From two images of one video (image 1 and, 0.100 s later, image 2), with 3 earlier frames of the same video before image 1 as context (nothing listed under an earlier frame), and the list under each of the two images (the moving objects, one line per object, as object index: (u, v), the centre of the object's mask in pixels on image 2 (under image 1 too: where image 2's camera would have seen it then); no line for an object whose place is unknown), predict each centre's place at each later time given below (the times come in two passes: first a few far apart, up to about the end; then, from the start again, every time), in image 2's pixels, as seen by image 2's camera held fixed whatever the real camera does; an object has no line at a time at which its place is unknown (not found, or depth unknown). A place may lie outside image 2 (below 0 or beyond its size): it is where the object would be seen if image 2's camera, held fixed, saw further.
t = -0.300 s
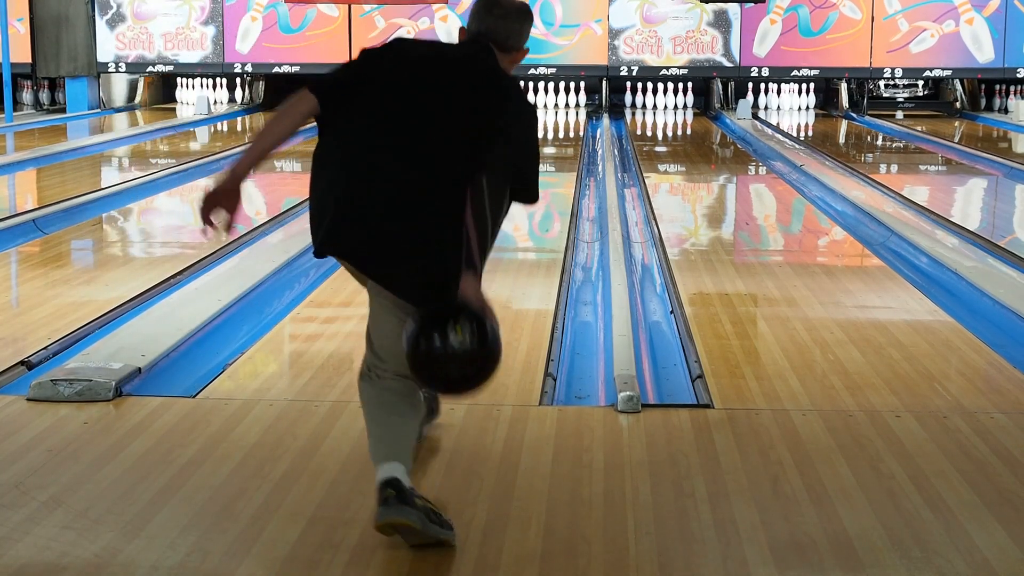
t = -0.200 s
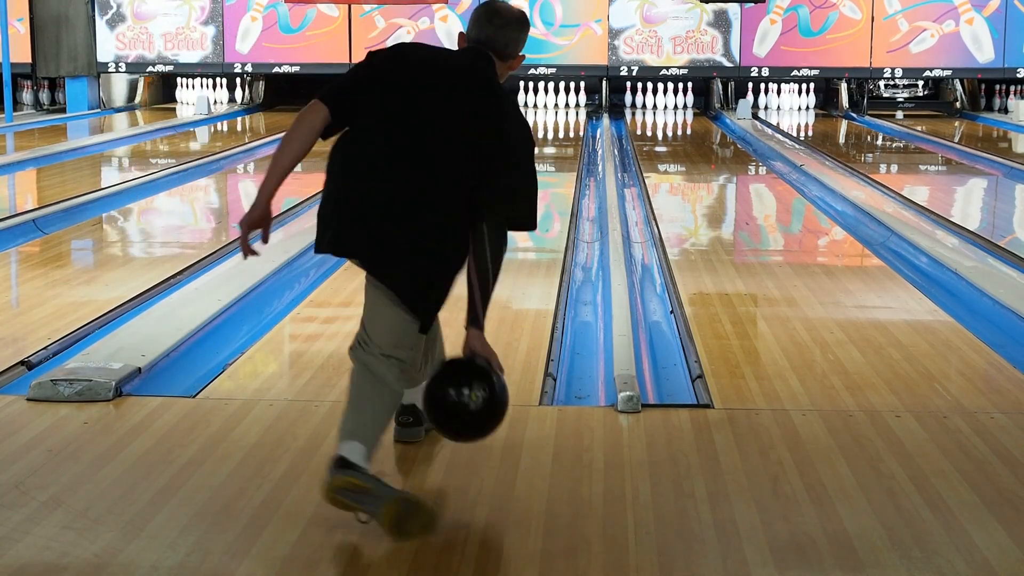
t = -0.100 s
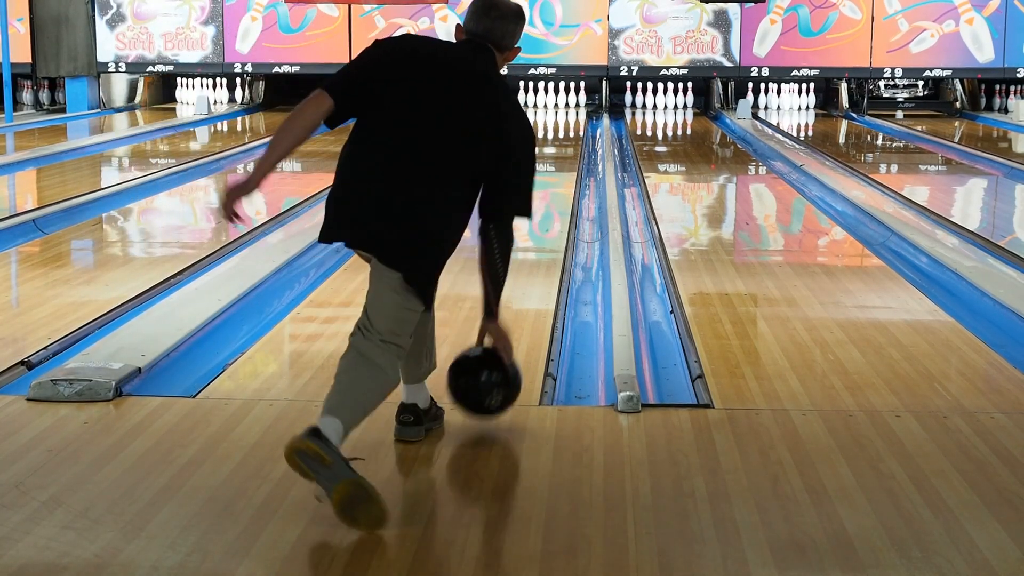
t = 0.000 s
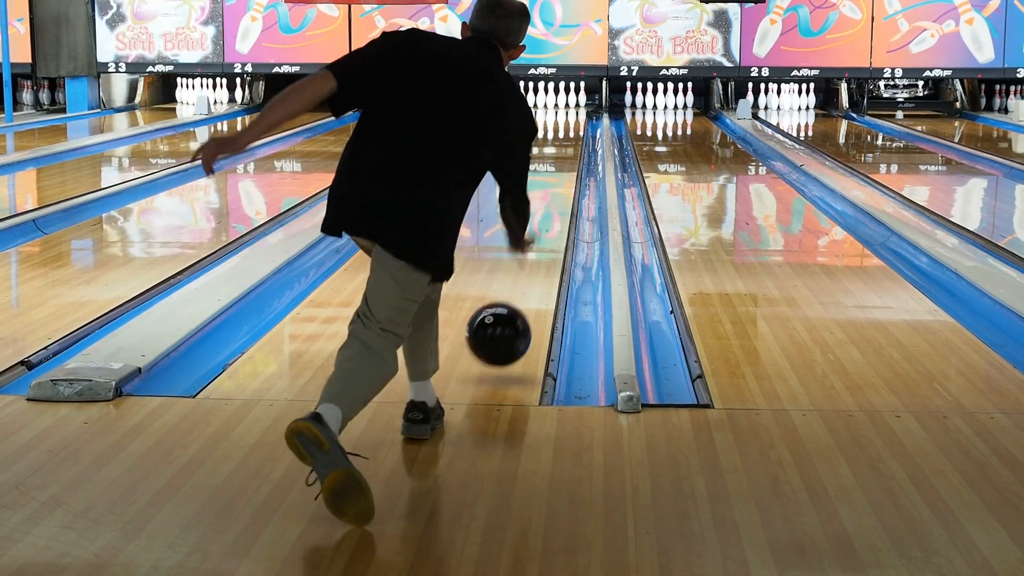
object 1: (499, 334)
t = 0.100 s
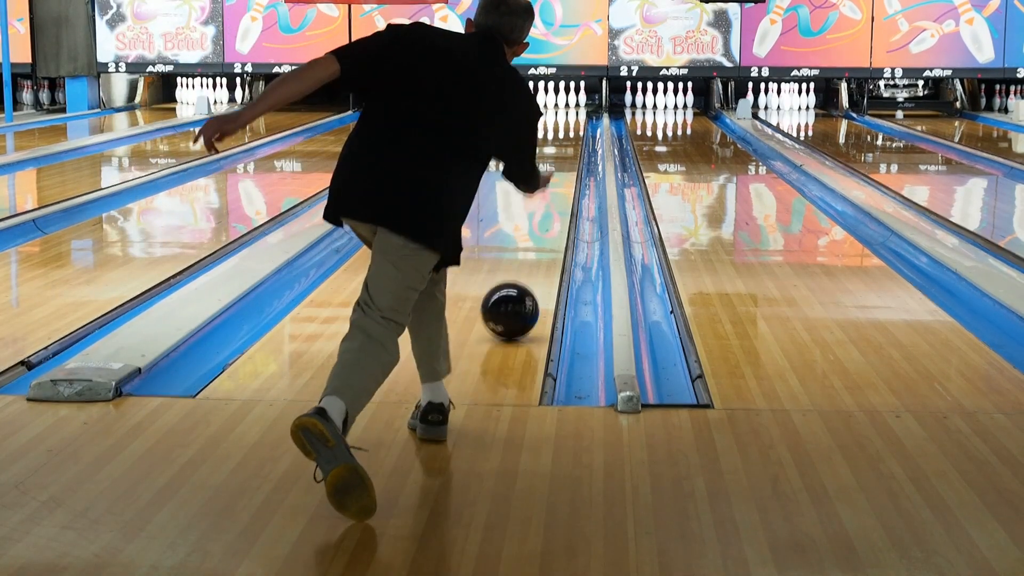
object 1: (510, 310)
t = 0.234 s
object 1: (522, 275)
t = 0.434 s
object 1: (534, 237)
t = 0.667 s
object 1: (543, 205)
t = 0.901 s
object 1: (549, 182)
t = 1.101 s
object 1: (551, 167)
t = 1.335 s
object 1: (554, 153)
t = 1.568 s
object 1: (556, 142)
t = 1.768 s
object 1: (556, 134)
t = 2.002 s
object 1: (557, 126)
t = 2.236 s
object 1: (557, 120)
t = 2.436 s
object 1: (558, 114)
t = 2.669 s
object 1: (557, 109)
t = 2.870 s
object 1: (555, 105)
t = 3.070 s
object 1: (554, 102)
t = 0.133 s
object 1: (513, 301)
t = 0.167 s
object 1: (516, 292)
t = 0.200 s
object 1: (519, 283)
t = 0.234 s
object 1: (522, 275)
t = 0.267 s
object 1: (524, 268)
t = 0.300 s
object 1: (526, 261)
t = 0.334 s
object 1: (529, 254)
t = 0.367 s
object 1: (530, 248)
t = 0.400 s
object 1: (532, 242)
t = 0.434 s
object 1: (534, 237)
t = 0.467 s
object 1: (535, 231)
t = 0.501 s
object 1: (537, 226)
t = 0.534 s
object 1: (538, 221)
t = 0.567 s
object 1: (539, 217)
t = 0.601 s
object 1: (541, 212)
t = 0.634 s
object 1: (542, 209)
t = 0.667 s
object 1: (543, 205)
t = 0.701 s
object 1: (544, 201)
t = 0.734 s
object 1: (545, 198)
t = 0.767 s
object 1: (546, 194)
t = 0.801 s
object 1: (547, 191)
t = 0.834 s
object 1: (547, 188)
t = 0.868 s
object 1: (548, 185)
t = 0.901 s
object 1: (549, 182)
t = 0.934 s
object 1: (549, 179)
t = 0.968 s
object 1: (550, 177)
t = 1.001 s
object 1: (550, 174)
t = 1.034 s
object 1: (551, 172)
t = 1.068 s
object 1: (551, 169)
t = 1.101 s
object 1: (551, 167)
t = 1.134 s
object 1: (552, 165)
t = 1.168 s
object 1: (552, 163)
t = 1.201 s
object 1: (553, 160)
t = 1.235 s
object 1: (553, 158)
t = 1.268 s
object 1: (553, 157)
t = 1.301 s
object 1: (554, 155)
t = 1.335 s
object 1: (554, 153)
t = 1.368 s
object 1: (554, 152)
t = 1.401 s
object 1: (554, 150)
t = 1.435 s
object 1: (555, 148)
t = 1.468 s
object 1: (555, 147)
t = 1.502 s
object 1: (555, 145)
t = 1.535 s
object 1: (556, 144)
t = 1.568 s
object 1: (556, 142)
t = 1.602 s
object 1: (556, 141)
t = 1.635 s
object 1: (556, 139)
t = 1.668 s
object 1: (556, 138)
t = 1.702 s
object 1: (556, 137)
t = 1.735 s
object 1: (556, 135)
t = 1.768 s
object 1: (556, 134)
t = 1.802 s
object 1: (557, 133)
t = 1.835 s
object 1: (557, 132)
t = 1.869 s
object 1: (556, 130)
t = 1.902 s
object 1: (557, 129)
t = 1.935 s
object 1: (557, 129)
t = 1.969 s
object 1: (557, 127)
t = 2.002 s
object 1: (557, 126)
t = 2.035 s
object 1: (557, 125)
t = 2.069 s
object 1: (557, 124)
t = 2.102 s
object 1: (557, 123)
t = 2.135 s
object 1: (558, 122)
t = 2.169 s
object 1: (557, 121)
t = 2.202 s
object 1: (558, 120)
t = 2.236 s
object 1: (557, 120)
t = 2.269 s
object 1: (558, 119)
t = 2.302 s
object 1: (558, 118)
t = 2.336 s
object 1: (558, 117)
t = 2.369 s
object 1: (558, 116)
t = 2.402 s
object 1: (558, 115)
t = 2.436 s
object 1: (558, 114)
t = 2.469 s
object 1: (558, 114)
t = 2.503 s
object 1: (557, 113)
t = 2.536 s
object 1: (557, 112)
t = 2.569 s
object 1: (557, 111)
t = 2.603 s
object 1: (557, 111)
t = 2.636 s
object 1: (557, 110)
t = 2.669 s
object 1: (557, 109)
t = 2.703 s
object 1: (556, 109)
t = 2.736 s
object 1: (556, 108)
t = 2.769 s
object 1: (556, 107)
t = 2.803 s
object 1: (556, 107)
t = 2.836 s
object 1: (556, 106)
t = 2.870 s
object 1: (555, 105)
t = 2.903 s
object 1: (555, 105)
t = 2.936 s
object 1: (555, 104)
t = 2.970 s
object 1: (554, 103)
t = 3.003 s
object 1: (554, 103)
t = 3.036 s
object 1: (553, 102)
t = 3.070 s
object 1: (554, 102)
